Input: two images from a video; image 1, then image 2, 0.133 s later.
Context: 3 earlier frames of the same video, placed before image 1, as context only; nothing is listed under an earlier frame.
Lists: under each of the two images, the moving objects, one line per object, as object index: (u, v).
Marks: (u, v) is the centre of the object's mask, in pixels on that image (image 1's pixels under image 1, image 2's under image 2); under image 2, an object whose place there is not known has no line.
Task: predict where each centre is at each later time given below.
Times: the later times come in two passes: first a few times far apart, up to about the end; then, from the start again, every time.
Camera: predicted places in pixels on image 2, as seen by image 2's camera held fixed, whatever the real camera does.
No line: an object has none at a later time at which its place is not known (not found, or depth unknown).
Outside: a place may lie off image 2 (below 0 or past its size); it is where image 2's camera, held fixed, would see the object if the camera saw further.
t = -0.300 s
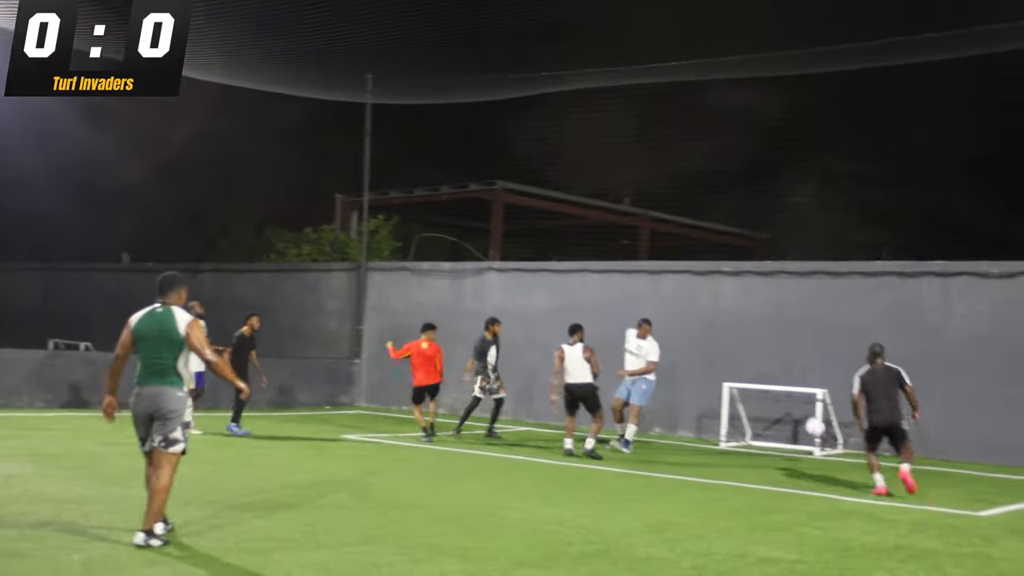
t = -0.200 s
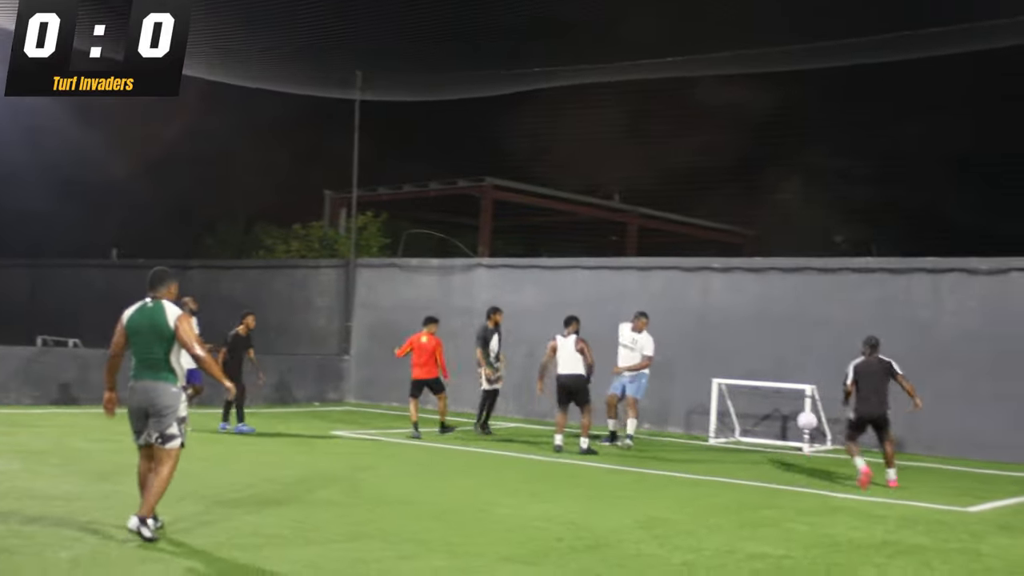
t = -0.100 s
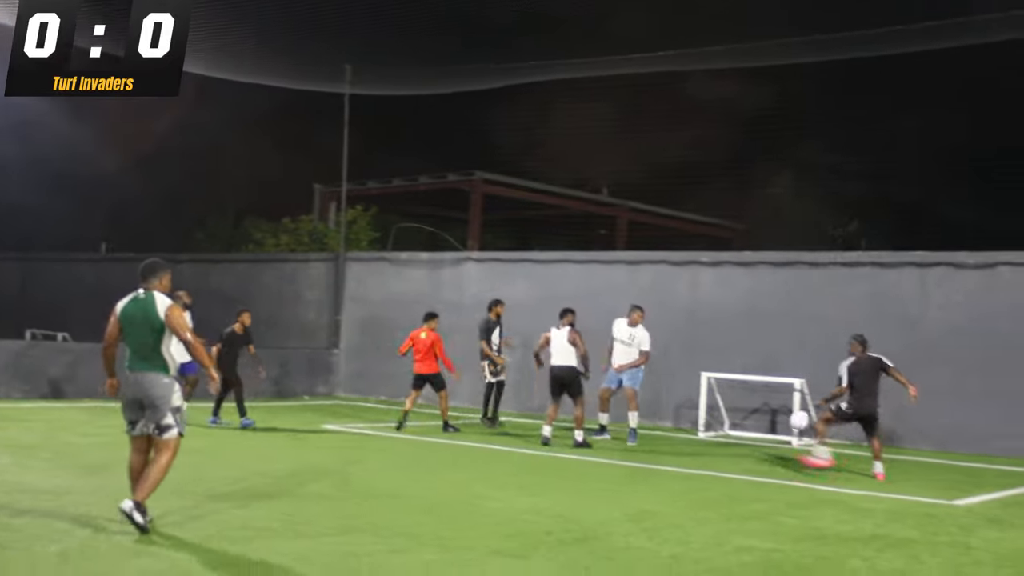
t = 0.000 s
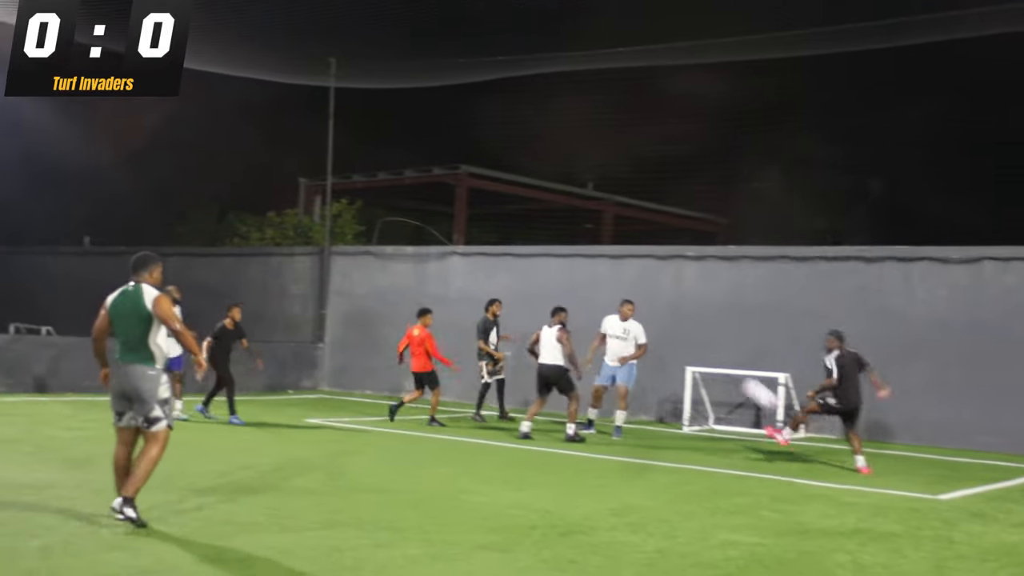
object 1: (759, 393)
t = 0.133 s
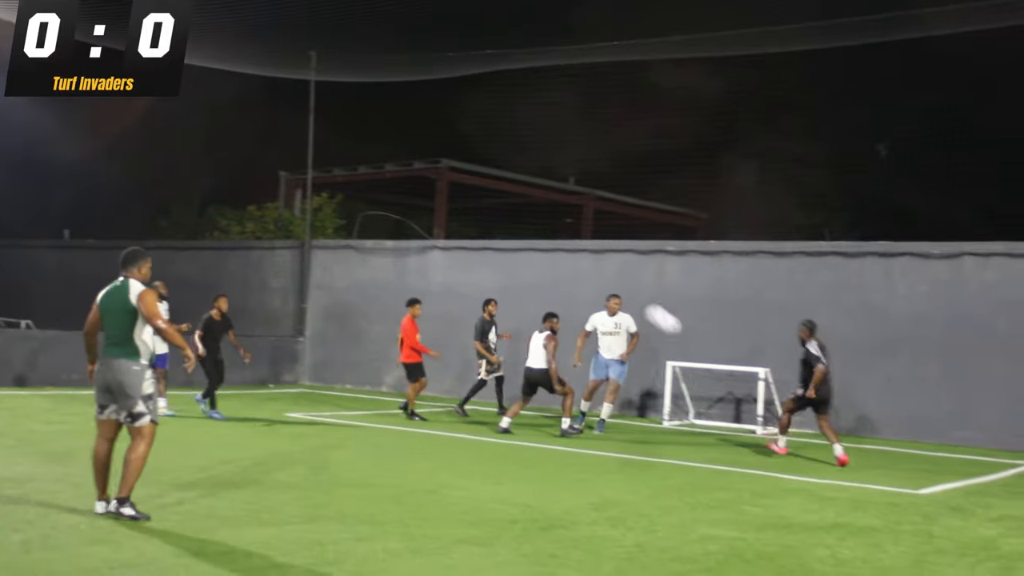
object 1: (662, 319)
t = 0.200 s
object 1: (625, 290)
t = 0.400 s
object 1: (513, 228)
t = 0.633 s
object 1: (390, 199)
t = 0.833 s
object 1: (287, 207)
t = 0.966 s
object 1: (218, 231)
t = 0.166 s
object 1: (644, 304)
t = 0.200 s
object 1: (625, 290)
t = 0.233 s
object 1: (606, 278)
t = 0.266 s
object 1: (588, 266)
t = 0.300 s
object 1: (569, 255)
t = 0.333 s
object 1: (551, 245)
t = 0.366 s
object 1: (532, 236)
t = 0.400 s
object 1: (513, 228)
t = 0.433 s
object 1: (496, 222)
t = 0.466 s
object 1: (478, 215)
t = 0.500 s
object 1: (460, 210)
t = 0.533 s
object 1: (443, 206)
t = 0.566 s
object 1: (425, 203)
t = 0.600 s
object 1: (408, 200)
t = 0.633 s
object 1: (390, 199)
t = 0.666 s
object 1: (373, 198)
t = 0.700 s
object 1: (356, 198)
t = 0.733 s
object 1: (339, 199)
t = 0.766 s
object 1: (322, 201)
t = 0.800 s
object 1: (304, 203)
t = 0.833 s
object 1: (287, 207)
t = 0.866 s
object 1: (270, 211)
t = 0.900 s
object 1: (253, 217)
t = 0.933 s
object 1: (236, 223)
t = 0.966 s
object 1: (218, 231)
